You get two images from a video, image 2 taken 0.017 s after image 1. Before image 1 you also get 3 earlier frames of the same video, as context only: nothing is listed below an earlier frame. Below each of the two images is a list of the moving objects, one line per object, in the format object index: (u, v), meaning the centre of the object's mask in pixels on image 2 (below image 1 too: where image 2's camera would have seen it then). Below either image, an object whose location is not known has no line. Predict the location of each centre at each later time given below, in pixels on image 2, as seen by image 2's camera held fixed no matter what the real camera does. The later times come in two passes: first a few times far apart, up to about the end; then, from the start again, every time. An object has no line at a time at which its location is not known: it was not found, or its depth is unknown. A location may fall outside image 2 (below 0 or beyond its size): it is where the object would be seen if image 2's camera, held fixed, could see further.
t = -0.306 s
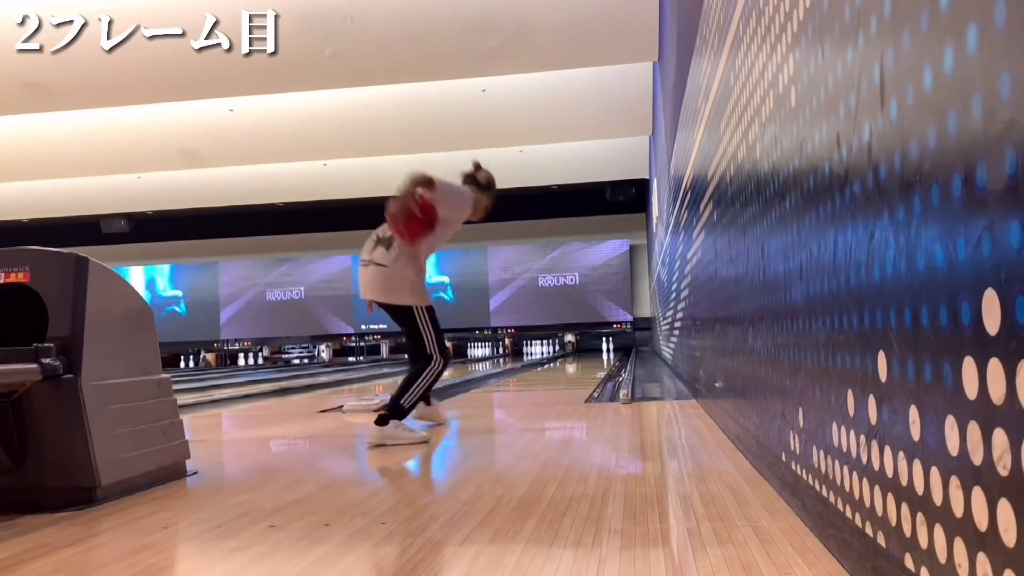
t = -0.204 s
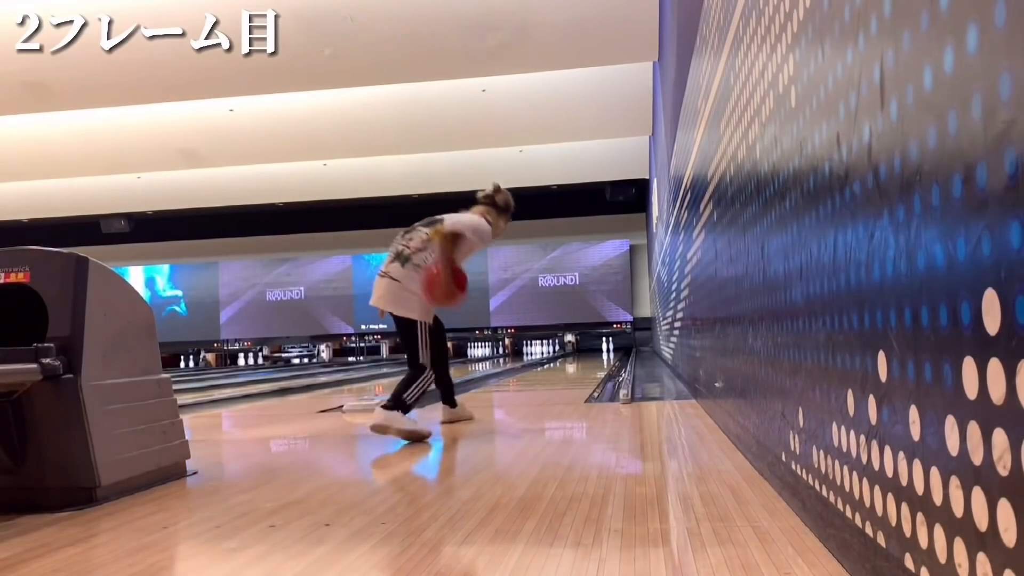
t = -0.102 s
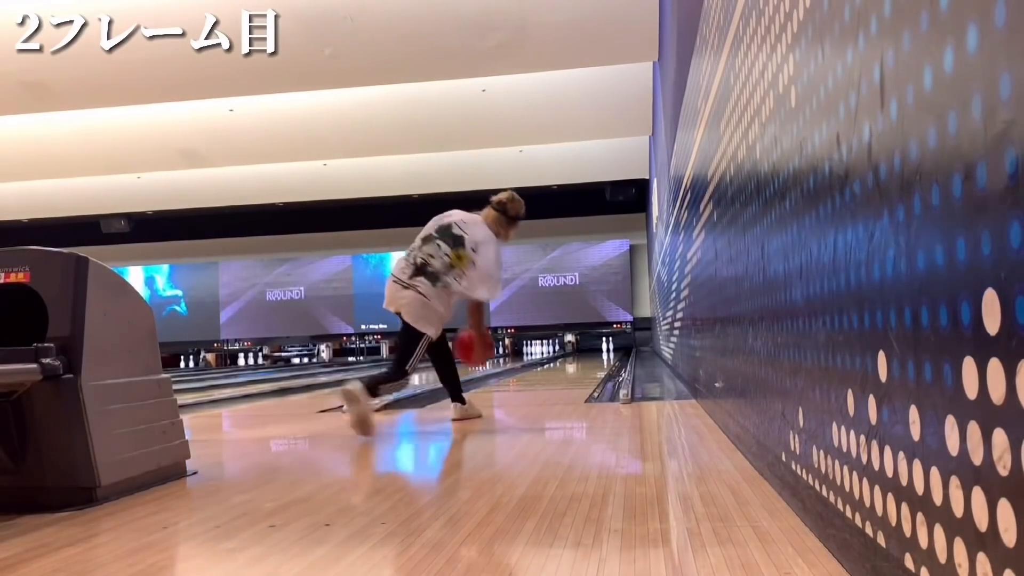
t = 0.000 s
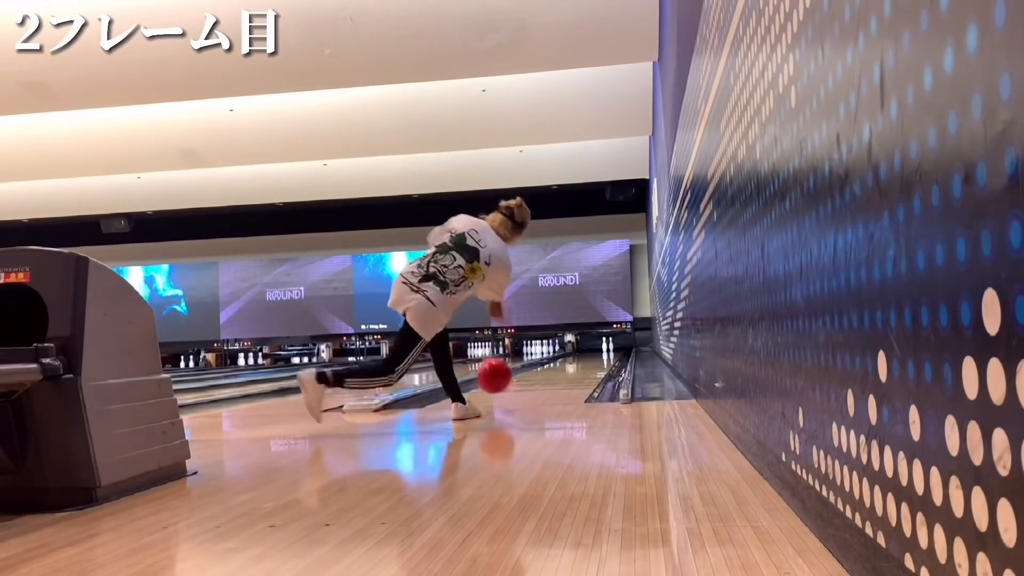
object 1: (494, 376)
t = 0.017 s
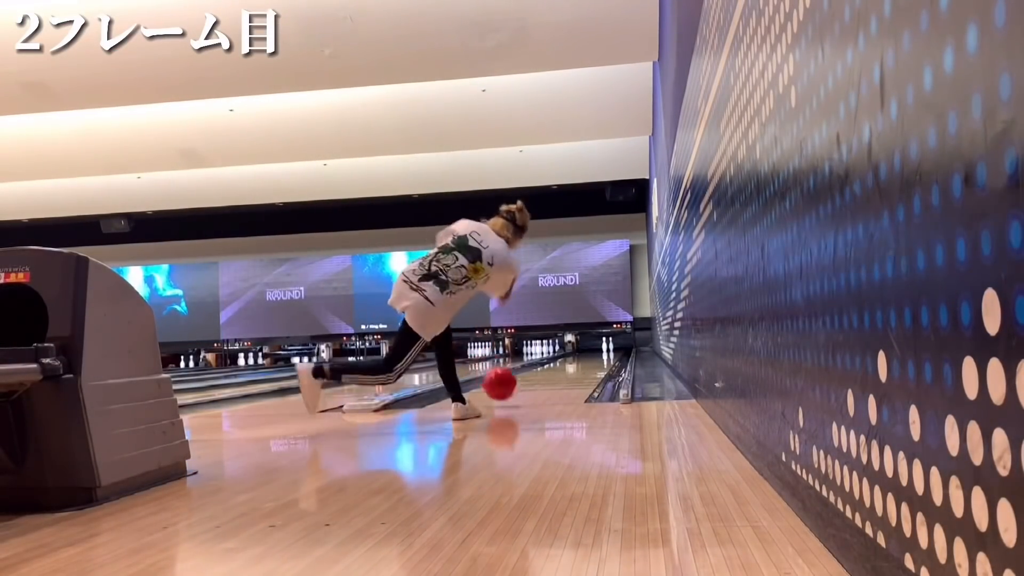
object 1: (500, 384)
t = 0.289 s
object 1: (527, 377)
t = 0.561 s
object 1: (544, 368)
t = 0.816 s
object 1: (553, 363)
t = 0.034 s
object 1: (502, 387)
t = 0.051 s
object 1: (505, 387)
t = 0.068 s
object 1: (507, 385)
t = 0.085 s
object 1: (508, 383)
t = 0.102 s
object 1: (510, 381)
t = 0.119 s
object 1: (512, 380)
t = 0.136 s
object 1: (514, 380)
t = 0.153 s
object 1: (516, 379)
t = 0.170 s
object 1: (517, 380)
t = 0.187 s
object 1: (519, 380)
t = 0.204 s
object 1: (521, 380)
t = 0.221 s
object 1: (522, 379)
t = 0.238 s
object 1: (523, 379)
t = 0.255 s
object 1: (525, 378)
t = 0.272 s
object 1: (526, 378)
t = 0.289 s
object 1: (527, 377)
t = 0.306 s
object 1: (529, 376)
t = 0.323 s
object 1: (530, 376)
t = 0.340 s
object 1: (531, 375)
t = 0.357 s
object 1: (533, 374)
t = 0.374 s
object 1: (534, 374)
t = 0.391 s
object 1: (535, 374)
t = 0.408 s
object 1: (536, 373)
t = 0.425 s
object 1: (537, 372)
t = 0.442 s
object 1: (538, 372)
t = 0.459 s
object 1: (538, 371)
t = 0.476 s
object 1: (539, 370)
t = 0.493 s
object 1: (540, 370)
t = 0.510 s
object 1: (541, 370)
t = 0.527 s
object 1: (542, 369)
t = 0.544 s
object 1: (543, 368)
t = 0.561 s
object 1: (544, 368)
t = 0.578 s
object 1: (544, 368)
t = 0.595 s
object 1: (545, 367)
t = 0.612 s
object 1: (546, 367)
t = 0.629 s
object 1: (546, 367)
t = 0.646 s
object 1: (547, 366)
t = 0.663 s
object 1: (548, 366)
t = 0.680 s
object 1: (549, 366)
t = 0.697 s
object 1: (549, 365)
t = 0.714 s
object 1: (550, 365)
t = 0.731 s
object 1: (550, 365)
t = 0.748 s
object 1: (551, 365)
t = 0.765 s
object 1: (551, 364)
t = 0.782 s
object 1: (552, 364)
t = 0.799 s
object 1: (553, 363)
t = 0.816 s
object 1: (553, 363)
